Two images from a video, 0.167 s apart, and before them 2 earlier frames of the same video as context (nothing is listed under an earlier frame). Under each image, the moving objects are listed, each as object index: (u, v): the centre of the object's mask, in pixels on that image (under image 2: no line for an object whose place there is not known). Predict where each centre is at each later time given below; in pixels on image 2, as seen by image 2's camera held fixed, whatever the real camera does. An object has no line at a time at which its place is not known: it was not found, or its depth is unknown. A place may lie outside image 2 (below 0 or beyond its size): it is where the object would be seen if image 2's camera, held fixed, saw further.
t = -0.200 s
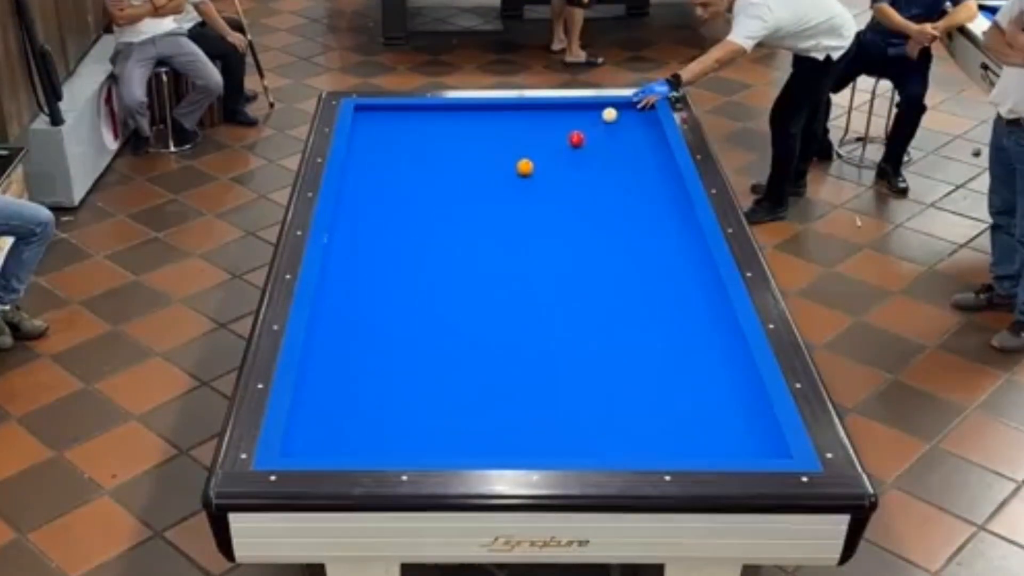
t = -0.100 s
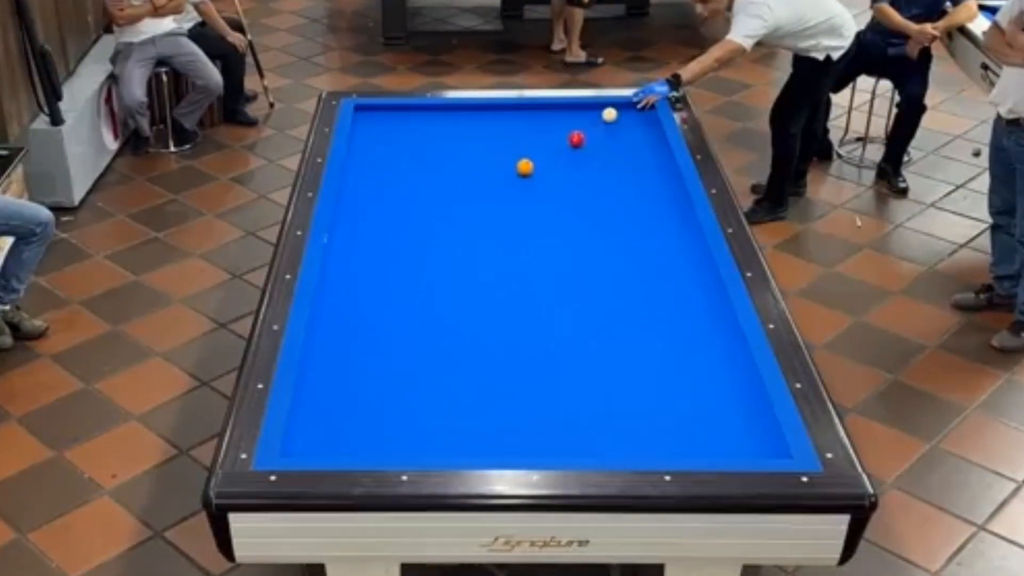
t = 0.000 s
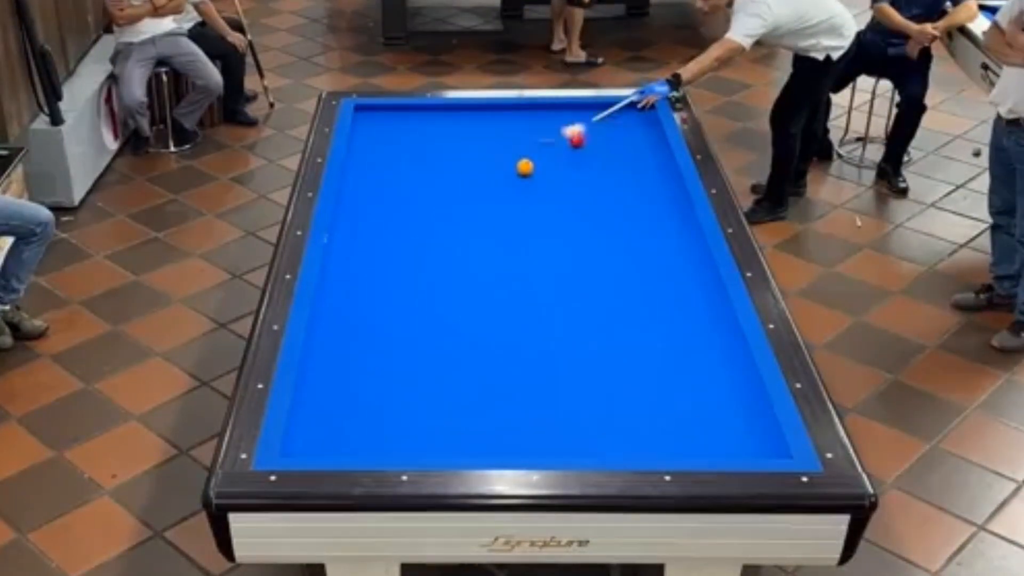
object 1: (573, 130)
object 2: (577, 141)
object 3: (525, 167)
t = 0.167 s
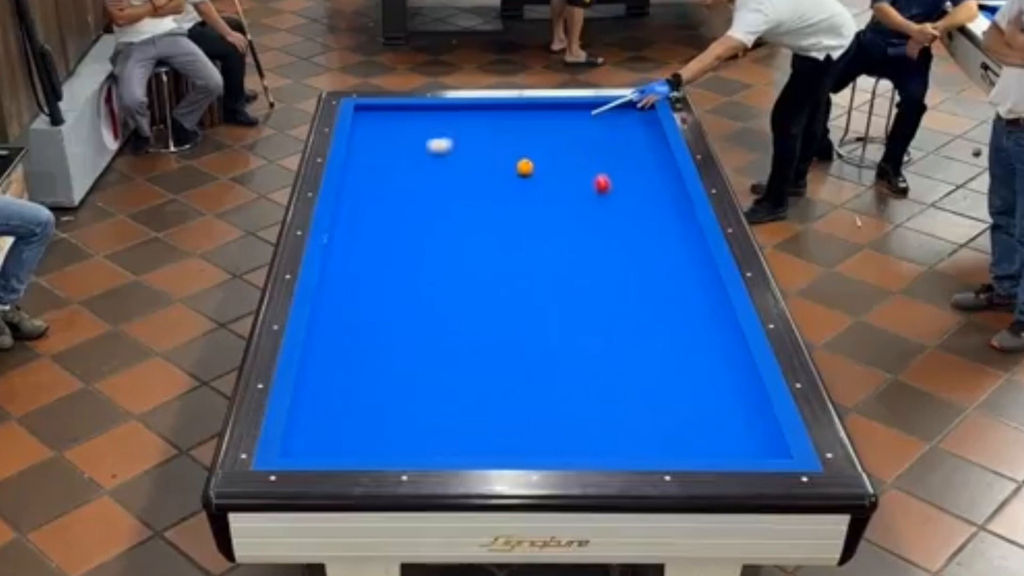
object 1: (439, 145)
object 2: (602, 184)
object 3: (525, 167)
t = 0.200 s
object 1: (413, 148)
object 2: (607, 193)
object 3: (525, 167)
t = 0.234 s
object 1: (387, 151)
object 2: (612, 203)
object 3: (525, 167)
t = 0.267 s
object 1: (360, 155)
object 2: (617, 212)
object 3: (525, 167)
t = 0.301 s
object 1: (361, 156)
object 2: (622, 222)
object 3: (525, 167)
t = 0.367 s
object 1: (401, 157)
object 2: (634, 241)
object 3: (525, 167)
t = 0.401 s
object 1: (421, 158)
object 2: (639, 252)
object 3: (525, 167)
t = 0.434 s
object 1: (439, 159)
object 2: (646, 261)
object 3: (525, 167)
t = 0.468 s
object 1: (457, 160)
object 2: (651, 270)
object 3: (525, 167)
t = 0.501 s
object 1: (475, 161)
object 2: (656, 279)
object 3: (525, 167)
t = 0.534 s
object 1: (492, 162)
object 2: (662, 290)
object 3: (525, 167)
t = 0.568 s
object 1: (508, 162)
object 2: (668, 299)
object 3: (525, 168)
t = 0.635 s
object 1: (520, 160)
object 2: (680, 320)
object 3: (545, 173)
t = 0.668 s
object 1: (524, 158)
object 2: (686, 332)
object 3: (556, 175)
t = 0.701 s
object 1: (528, 157)
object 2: (693, 343)
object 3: (567, 178)
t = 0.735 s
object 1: (532, 155)
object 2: (700, 356)
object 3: (578, 180)
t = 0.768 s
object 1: (537, 154)
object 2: (707, 368)
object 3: (588, 183)
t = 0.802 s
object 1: (541, 153)
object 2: (714, 380)
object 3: (597, 186)
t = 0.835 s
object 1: (544, 152)
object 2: (721, 393)
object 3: (606, 188)
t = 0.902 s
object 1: (553, 149)
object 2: (737, 421)
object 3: (623, 193)
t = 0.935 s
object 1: (556, 148)
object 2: (745, 435)
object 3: (632, 195)
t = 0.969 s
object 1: (560, 147)
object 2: (753, 447)
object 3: (641, 197)
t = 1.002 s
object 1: (564, 146)
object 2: (755, 447)
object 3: (649, 199)
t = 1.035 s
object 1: (568, 145)
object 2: (753, 437)
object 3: (658, 201)
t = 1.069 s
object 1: (572, 144)
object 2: (749, 426)
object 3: (667, 204)
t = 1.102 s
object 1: (576, 143)
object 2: (746, 416)
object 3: (676, 206)
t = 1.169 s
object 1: (583, 141)
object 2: (741, 397)
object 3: (680, 210)
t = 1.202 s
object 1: (587, 139)
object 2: (739, 389)
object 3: (675, 211)
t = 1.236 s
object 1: (590, 138)
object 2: (737, 382)
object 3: (670, 213)
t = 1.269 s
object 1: (594, 138)
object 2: (736, 375)
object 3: (666, 214)
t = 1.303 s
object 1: (598, 136)
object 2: (735, 369)
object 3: (662, 215)
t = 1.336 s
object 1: (601, 135)
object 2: (733, 361)
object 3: (658, 217)
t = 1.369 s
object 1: (605, 134)
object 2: (732, 355)
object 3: (654, 219)
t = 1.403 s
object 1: (608, 134)
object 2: (729, 349)
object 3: (650, 220)
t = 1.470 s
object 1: (616, 131)
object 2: (726, 337)
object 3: (643, 223)
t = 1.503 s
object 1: (619, 130)
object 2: (724, 331)
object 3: (639, 225)
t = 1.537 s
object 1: (622, 129)
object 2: (724, 324)
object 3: (636, 226)
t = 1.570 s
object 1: (626, 128)
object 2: (722, 318)
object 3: (632, 228)
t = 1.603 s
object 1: (629, 127)
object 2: (720, 312)
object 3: (629, 229)
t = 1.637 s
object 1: (633, 126)
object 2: (720, 308)
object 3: (625, 231)
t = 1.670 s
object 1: (636, 125)
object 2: (718, 302)
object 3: (622, 232)
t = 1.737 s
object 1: (643, 123)
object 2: (715, 291)
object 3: (614, 235)
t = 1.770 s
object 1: (646, 122)
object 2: (713, 286)
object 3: (610, 237)
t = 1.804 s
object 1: (649, 121)
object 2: (711, 281)
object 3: (606, 238)
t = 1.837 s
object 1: (652, 120)
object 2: (708, 276)
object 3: (603, 240)
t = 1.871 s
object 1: (649, 119)
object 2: (706, 271)
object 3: (599, 241)
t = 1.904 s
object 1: (647, 118)
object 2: (703, 266)
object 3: (595, 243)
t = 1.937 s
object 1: (645, 117)
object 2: (701, 262)
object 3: (592, 245)
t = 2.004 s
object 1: (640, 116)
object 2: (697, 253)
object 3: (584, 248)
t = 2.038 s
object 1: (637, 115)
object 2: (695, 249)
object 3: (580, 249)
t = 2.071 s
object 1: (635, 114)
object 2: (693, 244)
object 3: (576, 251)
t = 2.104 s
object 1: (633, 113)
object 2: (691, 240)
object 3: (572, 252)
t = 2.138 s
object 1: (631, 112)
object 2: (689, 236)
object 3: (569, 254)
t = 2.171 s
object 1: (628, 111)
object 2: (687, 231)
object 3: (565, 256)
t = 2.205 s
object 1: (626, 110)
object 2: (685, 227)
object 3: (561, 257)
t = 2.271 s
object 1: (622, 108)
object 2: (681, 220)
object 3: (554, 260)
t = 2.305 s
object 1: (620, 108)
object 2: (679, 216)
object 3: (550, 262)
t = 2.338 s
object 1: (618, 106)
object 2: (677, 211)
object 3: (547, 263)
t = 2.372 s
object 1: (615, 106)
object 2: (676, 208)
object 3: (542, 265)
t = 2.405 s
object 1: (613, 106)
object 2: (674, 204)
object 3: (539, 267)
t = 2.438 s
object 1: (612, 106)
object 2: (671, 200)
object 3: (535, 268)
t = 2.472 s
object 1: (610, 107)
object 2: (670, 197)
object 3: (531, 269)
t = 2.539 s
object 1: (606, 107)
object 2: (667, 189)
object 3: (524, 273)
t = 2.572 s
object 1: (604, 108)
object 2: (666, 185)
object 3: (520, 274)
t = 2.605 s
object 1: (602, 108)
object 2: (664, 182)
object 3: (516, 276)
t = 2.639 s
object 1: (600, 109)
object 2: (663, 179)
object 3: (512, 277)
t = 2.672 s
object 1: (599, 109)
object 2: (661, 175)
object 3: (508, 279)
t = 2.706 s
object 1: (597, 110)
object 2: (659, 172)
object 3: (505, 280)
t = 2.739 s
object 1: (595, 111)
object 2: (658, 168)
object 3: (501, 282)
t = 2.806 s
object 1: (591, 112)
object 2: (655, 162)
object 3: (493, 285)
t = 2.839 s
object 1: (590, 112)
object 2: (653, 159)
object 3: (489, 286)
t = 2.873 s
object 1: (587, 113)
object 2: (652, 156)
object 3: (485, 288)
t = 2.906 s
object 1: (586, 113)
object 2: (651, 153)
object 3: (482, 289)
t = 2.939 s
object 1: (585, 114)
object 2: (649, 150)
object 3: (478, 291)
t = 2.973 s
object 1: (583, 114)
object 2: (648, 147)
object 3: (474, 293)
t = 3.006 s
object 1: (581, 115)
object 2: (646, 144)
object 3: (470, 294)
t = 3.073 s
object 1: (577, 116)
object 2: (643, 138)
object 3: (462, 298)
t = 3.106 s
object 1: (576, 116)
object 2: (642, 135)
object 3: (459, 299)
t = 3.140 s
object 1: (574, 116)
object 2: (641, 132)
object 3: (455, 300)
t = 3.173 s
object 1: (573, 117)
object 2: (639, 130)
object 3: (451, 302)
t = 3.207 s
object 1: (571, 118)
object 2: (639, 128)
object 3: (447, 304)
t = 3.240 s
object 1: (569, 118)
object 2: (637, 125)
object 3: (443, 305)
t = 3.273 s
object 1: (568, 119)
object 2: (636, 122)
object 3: (439, 307)
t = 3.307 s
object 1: (566, 119)
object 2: (634, 119)
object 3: (436, 308)
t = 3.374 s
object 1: (562, 120)
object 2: (632, 114)
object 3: (428, 311)
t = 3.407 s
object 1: (561, 120)
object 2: (631, 112)
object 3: (424, 313)
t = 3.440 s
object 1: (559, 120)
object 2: (630, 109)
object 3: (420, 315)
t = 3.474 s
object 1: (557, 121)
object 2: (629, 107)
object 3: (416, 316)
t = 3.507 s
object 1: (556, 121)
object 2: (628, 107)
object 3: (412, 317)
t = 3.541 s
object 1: (554, 122)
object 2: (628, 108)
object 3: (409, 320)
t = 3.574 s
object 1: (553, 122)
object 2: (628, 108)
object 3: (404, 321)
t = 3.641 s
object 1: (549, 124)
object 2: (628, 111)
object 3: (397, 324)
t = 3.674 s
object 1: (548, 124)
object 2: (627, 112)
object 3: (393, 326)
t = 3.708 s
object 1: (546, 124)
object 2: (628, 114)
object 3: (389, 327)
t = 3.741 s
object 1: (545, 125)
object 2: (628, 117)
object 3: (385, 329)
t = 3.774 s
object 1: (543, 125)
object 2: (627, 118)
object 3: (381, 330)
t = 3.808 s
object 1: (541, 126)
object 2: (627, 119)
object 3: (378, 332)
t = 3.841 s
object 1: (540, 126)
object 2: (627, 120)
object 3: (374, 334)
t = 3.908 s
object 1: (537, 127)
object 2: (627, 123)
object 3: (366, 336)
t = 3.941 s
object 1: (535, 127)
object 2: (627, 125)
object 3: (362, 338)
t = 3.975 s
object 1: (533, 127)
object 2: (627, 126)
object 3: (358, 340)
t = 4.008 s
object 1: (532, 128)
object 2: (627, 128)
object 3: (354, 342)
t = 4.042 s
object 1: (531, 129)
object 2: (627, 129)
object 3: (350, 343)
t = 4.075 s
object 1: (529, 129)
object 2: (626, 131)
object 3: (347, 344)
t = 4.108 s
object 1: (528, 130)
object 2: (626, 132)
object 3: (343, 346)
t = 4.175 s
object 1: (525, 131)
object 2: (626, 135)
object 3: (334, 349)
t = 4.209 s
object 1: (523, 131)
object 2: (626, 136)
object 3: (331, 351)
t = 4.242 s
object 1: (522, 131)
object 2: (626, 138)
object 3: (327, 352)
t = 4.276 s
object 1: (521, 132)
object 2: (626, 139)
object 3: (323, 354)
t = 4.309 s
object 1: (519, 132)
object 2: (626, 141)
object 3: (319, 356)
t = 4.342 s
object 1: (518, 133)
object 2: (626, 142)
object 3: (315, 357)
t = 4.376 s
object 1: (516, 133)
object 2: (626, 144)
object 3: (312, 359)
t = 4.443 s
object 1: (514, 133)
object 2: (626, 147)
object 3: (313, 361)
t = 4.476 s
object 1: (512, 134)
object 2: (626, 149)
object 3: (314, 362)
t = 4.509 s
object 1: (511, 134)
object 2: (625, 150)
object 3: (316, 363)
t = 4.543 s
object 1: (509, 135)
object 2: (625, 151)
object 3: (317, 364)
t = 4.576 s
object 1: (508, 135)
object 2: (625, 153)
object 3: (318, 366)
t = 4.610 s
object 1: (506, 135)
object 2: (625, 155)
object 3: (321, 366)
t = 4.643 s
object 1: (505, 136)
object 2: (625, 156)
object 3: (322, 367)
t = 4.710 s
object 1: (503, 136)
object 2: (625, 159)
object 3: (325, 369)
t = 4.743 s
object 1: (501, 137)
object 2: (625, 160)
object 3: (327, 370)
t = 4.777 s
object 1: (500, 138)
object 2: (624, 161)
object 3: (329, 371)
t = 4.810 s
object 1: (499, 138)
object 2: (624, 163)
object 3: (330, 372)
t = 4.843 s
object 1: (497, 138)
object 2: (624, 165)
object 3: (331, 373)
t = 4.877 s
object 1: (496, 138)
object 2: (624, 166)
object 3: (333, 374)
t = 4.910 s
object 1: (495, 139)
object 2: (624, 168)
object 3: (335, 375)
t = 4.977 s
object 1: (492, 140)
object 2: (624, 171)
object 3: (338, 377)
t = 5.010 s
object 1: (491, 140)
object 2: (623, 172)
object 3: (339, 378)
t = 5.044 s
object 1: (490, 140)
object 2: (624, 174)
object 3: (340, 379)
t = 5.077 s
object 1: (489, 141)
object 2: (624, 175)
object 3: (342, 380)
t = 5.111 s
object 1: (488, 141)
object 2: (624, 176)
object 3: (343, 381)
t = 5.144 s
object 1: (487, 141)
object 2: (623, 178)
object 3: (345, 382)
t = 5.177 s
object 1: (485, 142)
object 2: (623, 180)
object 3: (346, 383)
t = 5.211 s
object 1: (484, 142)
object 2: (623, 181)
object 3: (348, 384)
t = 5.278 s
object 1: (481, 142)
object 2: (623, 184)
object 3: (351, 386)
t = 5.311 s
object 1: (481, 143)
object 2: (623, 185)
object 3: (352, 387)
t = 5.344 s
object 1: (479, 143)
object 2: (623, 187)
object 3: (353, 388)
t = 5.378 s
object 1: (478, 143)
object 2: (623, 189)
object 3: (355, 389)
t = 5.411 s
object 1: (477, 144)
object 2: (623, 191)
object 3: (356, 389)
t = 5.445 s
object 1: (476, 144)
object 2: (623, 191)
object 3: (358, 390)
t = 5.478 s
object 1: (475, 144)
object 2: (622, 193)
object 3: (359, 391)
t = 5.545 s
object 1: (473, 145)
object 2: (622, 196)
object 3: (362, 392)
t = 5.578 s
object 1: (472, 145)
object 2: (622, 198)
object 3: (363, 393)
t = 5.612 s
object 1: (471, 146)
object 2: (622, 199)
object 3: (365, 394)
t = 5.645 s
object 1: (470, 146)
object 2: (622, 201)
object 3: (366, 395)
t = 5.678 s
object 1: (469, 147)
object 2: (622, 202)
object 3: (367, 396)
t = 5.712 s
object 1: (468, 147)
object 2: (621, 204)
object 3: (369, 397)
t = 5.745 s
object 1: (467, 147)
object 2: (621, 205)
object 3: (370, 397)
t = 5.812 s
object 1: (465, 147)
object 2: (621, 209)
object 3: (373, 399)
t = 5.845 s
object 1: (464, 148)
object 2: (621, 210)
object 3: (374, 399)
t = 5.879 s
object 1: (463, 148)
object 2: (621, 211)
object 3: (375, 401)
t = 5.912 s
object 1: (462, 148)
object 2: (620, 213)
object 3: (377, 401)
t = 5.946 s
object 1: (461, 149)
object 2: (620, 215)
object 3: (378, 402)
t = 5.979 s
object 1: (460, 149)
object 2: (620, 216)
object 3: (379, 403)
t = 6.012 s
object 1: (459, 149)
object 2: (620, 217)
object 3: (380, 403)
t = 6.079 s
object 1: (457, 149)
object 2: (619, 220)
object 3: (383, 405)
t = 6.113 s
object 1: (456, 150)
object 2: (619, 222)
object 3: (384, 406)
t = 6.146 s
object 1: (456, 150)
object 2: (619, 224)
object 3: (385, 407)
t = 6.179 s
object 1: (455, 150)
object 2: (619, 225)
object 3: (386, 407)
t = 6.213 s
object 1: (454, 150)
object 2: (619, 227)
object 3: (388, 408)
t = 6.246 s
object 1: (453, 151)
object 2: (619, 228)
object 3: (389, 409)
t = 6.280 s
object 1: (453, 151)
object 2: (619, 230)
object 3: (389, 409)
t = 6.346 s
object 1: (451, 151)
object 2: (618, 233)
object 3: (392, 410)
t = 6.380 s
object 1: (449, 151)
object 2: (618, 234)
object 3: (393, 411)
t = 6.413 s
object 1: (449, 152)
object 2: (618, 235)
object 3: (394, 412)
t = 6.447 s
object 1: (448, 152)
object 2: (618, 237)
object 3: (395, 412)
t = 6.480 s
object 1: (447, 153)
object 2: (617, 239)
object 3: (396, 413)
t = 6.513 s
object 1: (447, 153)
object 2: (617, 240)
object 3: (398, 414)
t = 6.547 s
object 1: (446, 153)
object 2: (617, 242)
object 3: (399, 414)
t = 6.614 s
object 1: (444, 153)
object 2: (617, 245)
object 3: (401, 416)
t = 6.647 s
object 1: (444, 153)
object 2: (617, 247)
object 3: (402, 416)
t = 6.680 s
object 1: (443, 154)
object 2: (616, 248)
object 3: (403, 417)
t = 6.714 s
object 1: (442, 154)
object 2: (616, 250)
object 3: (404, 417)
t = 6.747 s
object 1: (442, 154)
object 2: (617, 251)
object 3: (405, 417)
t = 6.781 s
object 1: (441, 154)
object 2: (617, 252)
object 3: (406, 418)
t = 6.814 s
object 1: (440, 154)
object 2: (617, 254)
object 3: (407, 419)
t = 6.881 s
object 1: (439, 155)
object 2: (616, 257)
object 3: (409, 420)
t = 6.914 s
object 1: (439, 155)
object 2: (616, 259)
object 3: (410, 420)
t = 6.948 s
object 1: (438, 155)
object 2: (616, 260)
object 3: (411, 421)
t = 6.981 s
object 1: (437, 155)
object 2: (616, 262)
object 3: (412, 421)
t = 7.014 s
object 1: (437, 156)
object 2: (616, 264)
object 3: (413, 422)
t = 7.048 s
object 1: (436, 156)
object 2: (616, 265)
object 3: (413, 422)
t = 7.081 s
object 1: (436, 156)
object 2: (616, 267)
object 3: (414, 423)
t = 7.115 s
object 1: (435, 156)
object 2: (616, 268)
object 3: (415, 423)
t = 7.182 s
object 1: (434, 156)
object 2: (615, 271)
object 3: (417, 424)
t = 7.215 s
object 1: (434, 156)
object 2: (615, 272)
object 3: (418, 424)
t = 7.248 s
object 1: (433, 157)
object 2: (615, 274)
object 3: (418, 425)
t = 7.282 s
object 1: (433, 157)
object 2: (615, 275)
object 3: (420, 425)
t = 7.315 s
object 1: (432, 157)
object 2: (615, 277)
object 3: (420, 425)
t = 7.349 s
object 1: (432, 157)
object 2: (615, 278)
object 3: (421, 426)
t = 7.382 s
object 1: (431, 157)
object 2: (614, 280)
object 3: (422, 426)
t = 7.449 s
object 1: (431, 157)
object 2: (614, 283)
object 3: (424, 427)
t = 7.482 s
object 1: (430, 157)
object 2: (614, 285)
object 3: (424, 427)
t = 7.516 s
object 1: (430, 157)
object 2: (614, 286)
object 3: (425, 427)
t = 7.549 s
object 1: (429, 157)
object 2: (613, 287)
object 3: (426, 427)
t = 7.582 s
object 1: (429, 158)
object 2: (613, 289)
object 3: (426, 428)
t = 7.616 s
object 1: (428, 158)
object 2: (613, 291)
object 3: (427, 428)
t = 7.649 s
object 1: (428, 158)
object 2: (613, 292)
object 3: (427, 428)
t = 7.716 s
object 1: (427, 158)
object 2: (612, 295)
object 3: (429, 429)
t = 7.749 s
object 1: (427, 158)
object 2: (612, 296)
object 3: (430, 429)
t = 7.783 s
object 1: (426, 158)
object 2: (612, 298)
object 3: (430, 429)
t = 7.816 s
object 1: (426, 158)
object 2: (612, 299)
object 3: (431, 430)
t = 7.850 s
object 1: (426, 159)
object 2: (612, 301)
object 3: (431, 430)
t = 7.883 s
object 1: (426, 159)
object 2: (612, 302)
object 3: (432, 430)
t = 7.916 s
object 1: (425, 159)
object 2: (611, 304)
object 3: (433, 430)
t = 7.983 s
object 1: (425, 159)
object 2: (611, 307)
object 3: (434, 431)
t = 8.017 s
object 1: (425, 159)
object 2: (611, 308)
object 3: (434, 431)
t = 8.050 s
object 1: (424, 159)
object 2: (611, 310)
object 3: (435, 431)
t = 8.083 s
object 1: (424, 159)
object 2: (611, 311)
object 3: (435, 431)
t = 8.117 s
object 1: (424, 159)
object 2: (611, 313)
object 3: (436, 431)
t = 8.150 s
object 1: (424, 159)
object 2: (611, 314)
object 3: (436, 431)
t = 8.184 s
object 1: (424, 159)
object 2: (611, 316)
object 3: (436, 431)
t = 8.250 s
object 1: (423, 159)
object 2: (610, 318)
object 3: (437, 432)
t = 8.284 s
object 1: (423, 159)
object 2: (610, 320)
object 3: (437, 432)
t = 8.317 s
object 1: (423, 159)
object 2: (610, 321)
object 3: (438, 432)
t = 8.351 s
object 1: (423, 159)
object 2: (610, 323)
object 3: (438, 432)
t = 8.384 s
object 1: (423, 159)
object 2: (610, 324)
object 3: (438, 432)
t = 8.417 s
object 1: (423, 159)
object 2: (610, 326)
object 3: (438, 432)
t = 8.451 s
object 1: (423, 160)
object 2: (609, 327)
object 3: (439, 432)
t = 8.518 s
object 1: (423, 160)
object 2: (609, 329)
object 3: (439, 432)
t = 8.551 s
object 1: (422, 160)
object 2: (609, 331)
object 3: (439, 432)
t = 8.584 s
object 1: (422, 160)
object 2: (608, 332)
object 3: (439, 432)
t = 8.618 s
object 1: (422, 160)
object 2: (608, 334)
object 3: (440, 432)
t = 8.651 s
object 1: (422, 160)
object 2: (608, 335)
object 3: (440, 433)
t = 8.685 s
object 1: (422, 160)
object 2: (608, 336)
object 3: (440, 433)
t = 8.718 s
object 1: (422, 160)
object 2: (608, 338)
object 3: (440, 432)
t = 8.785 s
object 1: (421, 160)
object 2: (607, 341)
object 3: (440, 432)
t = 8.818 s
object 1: (421, 160)
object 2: (607, 342)
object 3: (440, 432)
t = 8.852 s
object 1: (421, 160)
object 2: (607, 343)
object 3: (440, 432)
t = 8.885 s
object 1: (421, 160)
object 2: (607, 345)
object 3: (440, 432)
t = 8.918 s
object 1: (421, 160)
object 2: (606, 346)
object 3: (440, 432)
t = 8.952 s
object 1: (422, 160)
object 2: (606, 347)
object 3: (441, 432)
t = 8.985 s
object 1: (422, 160)
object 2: (606, 349)
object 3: (441, 432)
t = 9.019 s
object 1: (422, 160)
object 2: (606, 350)
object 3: (441, 432)
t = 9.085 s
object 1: (422, 160)
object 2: (605, 352)
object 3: (441, 432)
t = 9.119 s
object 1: (422, 160)
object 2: (605, 354)
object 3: (441, 432)
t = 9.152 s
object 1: (422, 160)
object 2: (605, 355)
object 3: (441, 432)
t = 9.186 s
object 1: (422, 160)
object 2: (605, 356)
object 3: (441, 432)
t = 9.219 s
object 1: (422, 160)
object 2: (605, 358)
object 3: (441, 432)
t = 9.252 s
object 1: (422, 160)
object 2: (605, 359)
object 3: (441, 432)
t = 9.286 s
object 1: (422, 160)
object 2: (605, 361)
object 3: (441, 432)
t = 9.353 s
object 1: (422, 160)
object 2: (605, 362)
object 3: (441, 432)
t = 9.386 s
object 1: (422, 160)
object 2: (604, 364)
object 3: (441, 432)
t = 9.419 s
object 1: (422, 160)
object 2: (605, 365)
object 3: (441, 432)
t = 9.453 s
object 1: (422, 160)
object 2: (604, 366)
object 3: (441, 432)
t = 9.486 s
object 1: (422, 160)
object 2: (604, 368)
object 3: (441, 432)
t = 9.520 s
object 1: (422, 160)
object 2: (604, 369)
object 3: (441, 432)
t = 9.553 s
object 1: (422, 160)
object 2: (603, 370)
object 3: (441, 432)
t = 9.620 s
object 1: (422, 160)
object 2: (603, 373)
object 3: (441, 432)
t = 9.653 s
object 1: (422, 160)
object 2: (603, 374)
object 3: (441, 432)
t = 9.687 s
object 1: (422, 160)
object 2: (603, 375)
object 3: (441, 432)
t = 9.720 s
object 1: (422, 160)
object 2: (603, 376)
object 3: (441, 432)
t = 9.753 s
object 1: (422, 160)
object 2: (602, 377)
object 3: (441, 432)
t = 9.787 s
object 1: (422, 160)
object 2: (602, 378)
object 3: (441, 432)
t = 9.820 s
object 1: (422, 160)
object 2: (602, 380)
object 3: (441, 432)
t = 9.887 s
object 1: (422, 160)
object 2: (602, 382)
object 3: (441, 432)
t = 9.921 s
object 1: (422, 160)
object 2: (602, 384)
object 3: (441, 432)
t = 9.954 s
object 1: (422, 160)
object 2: (602, 385)
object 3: (441, 432)
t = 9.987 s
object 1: (422, 160)
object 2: (602, 386)
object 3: (441, 432)
